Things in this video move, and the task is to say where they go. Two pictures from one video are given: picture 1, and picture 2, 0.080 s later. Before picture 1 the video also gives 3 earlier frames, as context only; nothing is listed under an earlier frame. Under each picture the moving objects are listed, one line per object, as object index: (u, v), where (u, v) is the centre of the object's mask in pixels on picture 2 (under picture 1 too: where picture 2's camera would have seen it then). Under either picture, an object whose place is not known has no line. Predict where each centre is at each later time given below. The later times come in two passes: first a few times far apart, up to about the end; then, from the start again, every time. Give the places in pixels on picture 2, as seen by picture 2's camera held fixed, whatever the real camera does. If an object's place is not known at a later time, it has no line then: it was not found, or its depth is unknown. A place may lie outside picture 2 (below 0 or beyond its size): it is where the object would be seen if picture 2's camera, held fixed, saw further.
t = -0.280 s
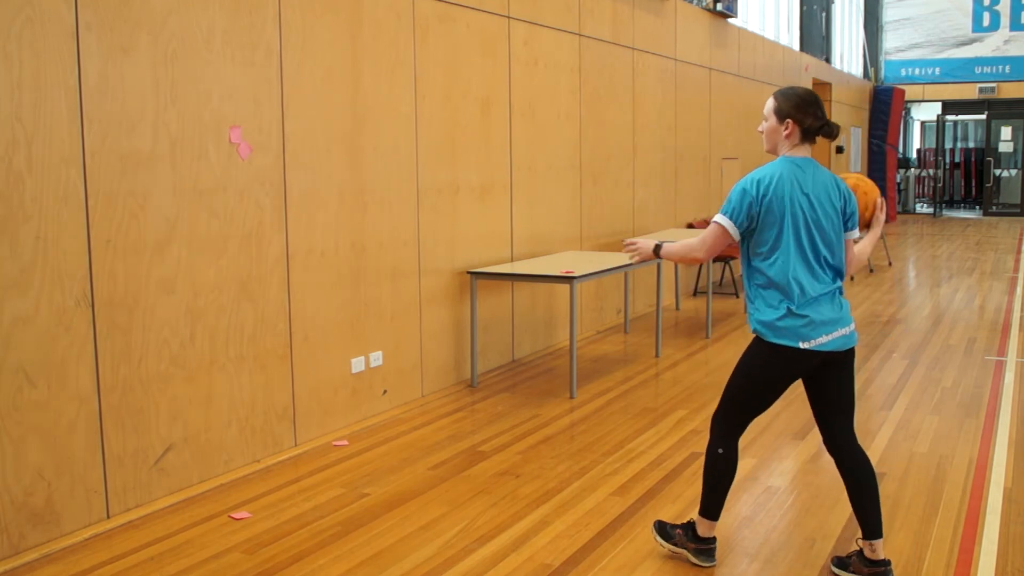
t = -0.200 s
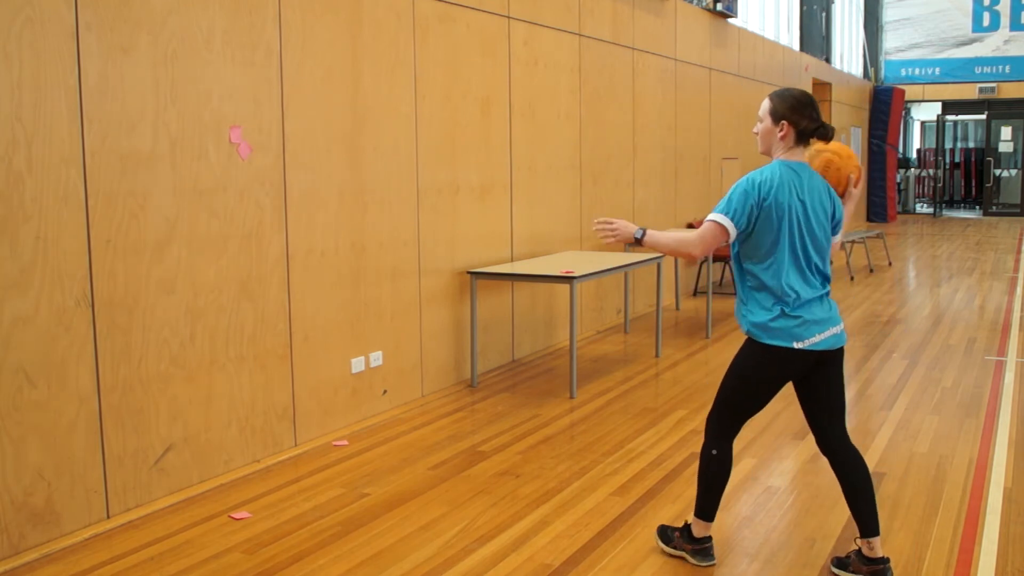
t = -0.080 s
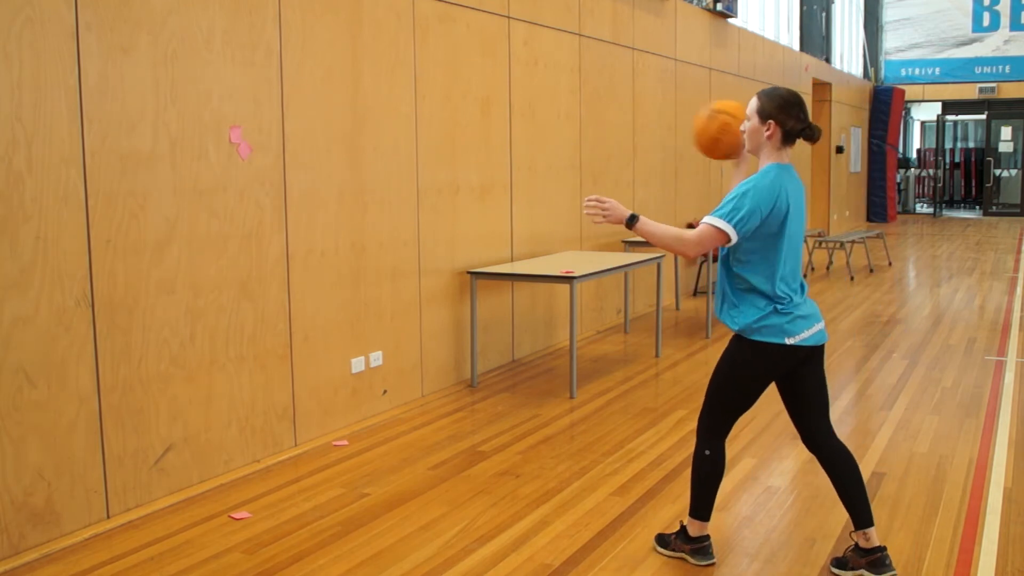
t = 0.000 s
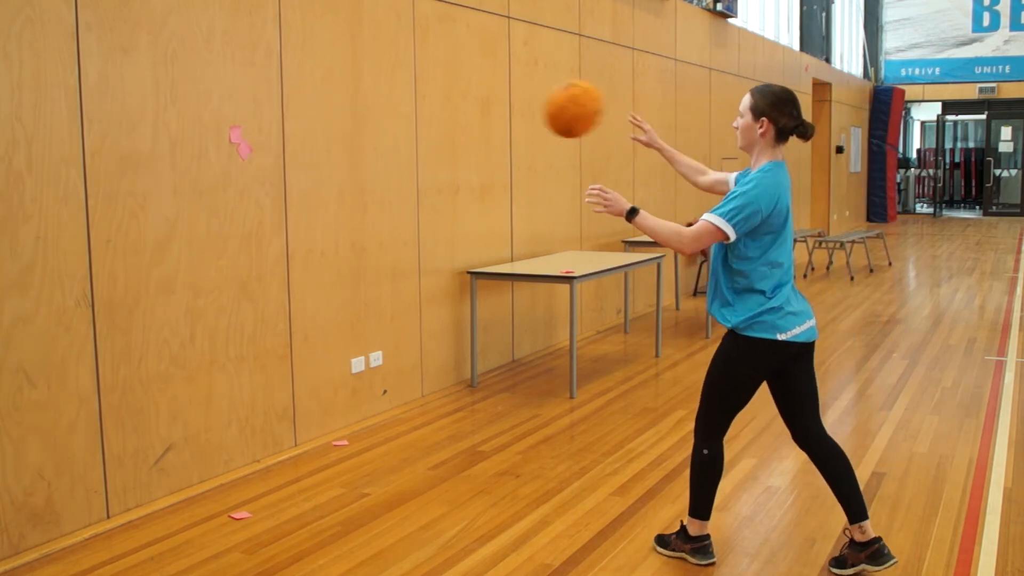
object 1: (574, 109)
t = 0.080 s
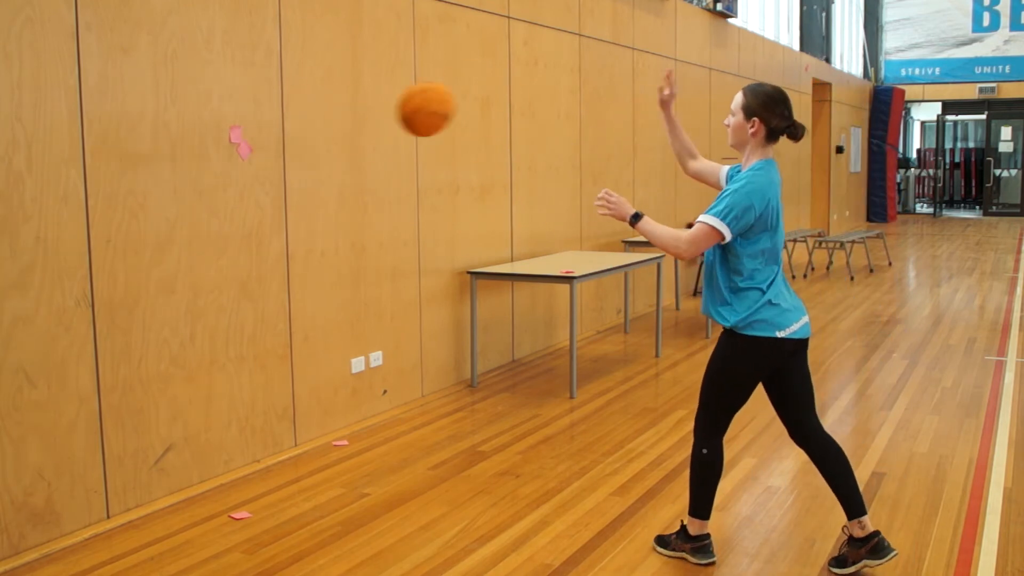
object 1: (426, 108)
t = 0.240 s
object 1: (259, 145)
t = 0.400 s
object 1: (435, 225)
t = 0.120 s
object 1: (356, 115)
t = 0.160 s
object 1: (290, 124)
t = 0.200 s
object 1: (225, 138)
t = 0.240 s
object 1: (259, 145)
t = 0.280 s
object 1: (298, 158)
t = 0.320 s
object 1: (340, 174)
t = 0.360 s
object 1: (386, 196)
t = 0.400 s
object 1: (435, 225)
